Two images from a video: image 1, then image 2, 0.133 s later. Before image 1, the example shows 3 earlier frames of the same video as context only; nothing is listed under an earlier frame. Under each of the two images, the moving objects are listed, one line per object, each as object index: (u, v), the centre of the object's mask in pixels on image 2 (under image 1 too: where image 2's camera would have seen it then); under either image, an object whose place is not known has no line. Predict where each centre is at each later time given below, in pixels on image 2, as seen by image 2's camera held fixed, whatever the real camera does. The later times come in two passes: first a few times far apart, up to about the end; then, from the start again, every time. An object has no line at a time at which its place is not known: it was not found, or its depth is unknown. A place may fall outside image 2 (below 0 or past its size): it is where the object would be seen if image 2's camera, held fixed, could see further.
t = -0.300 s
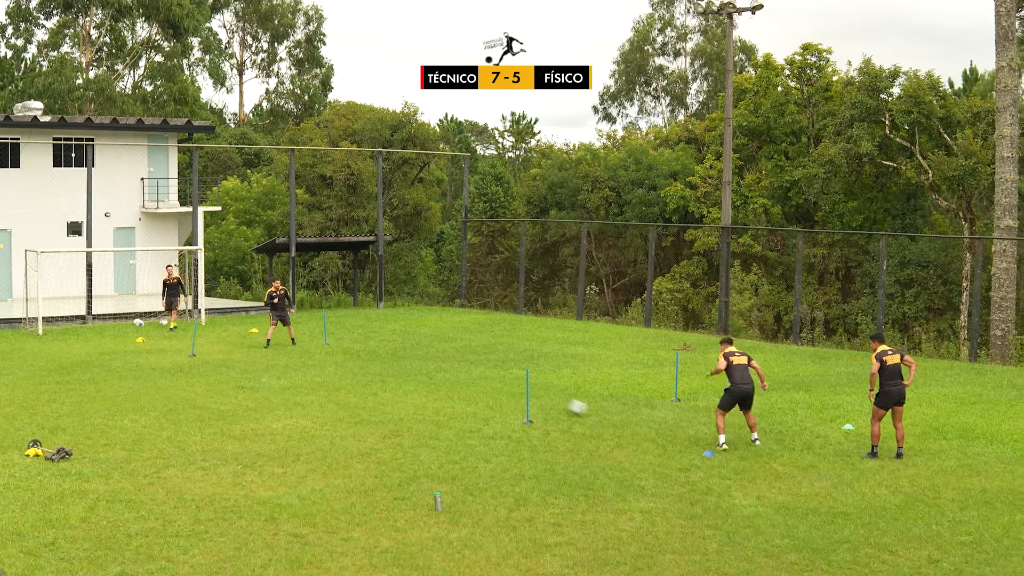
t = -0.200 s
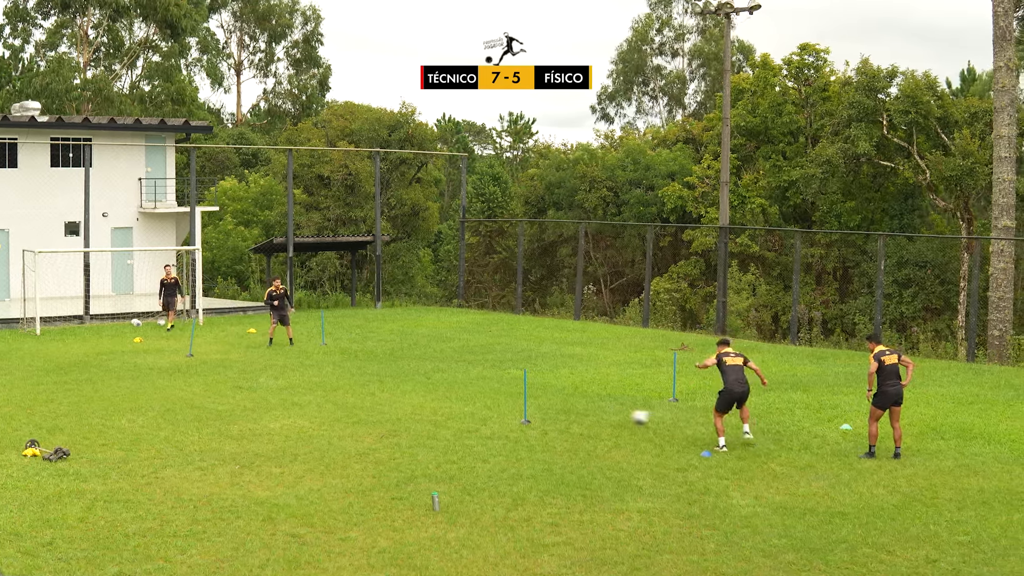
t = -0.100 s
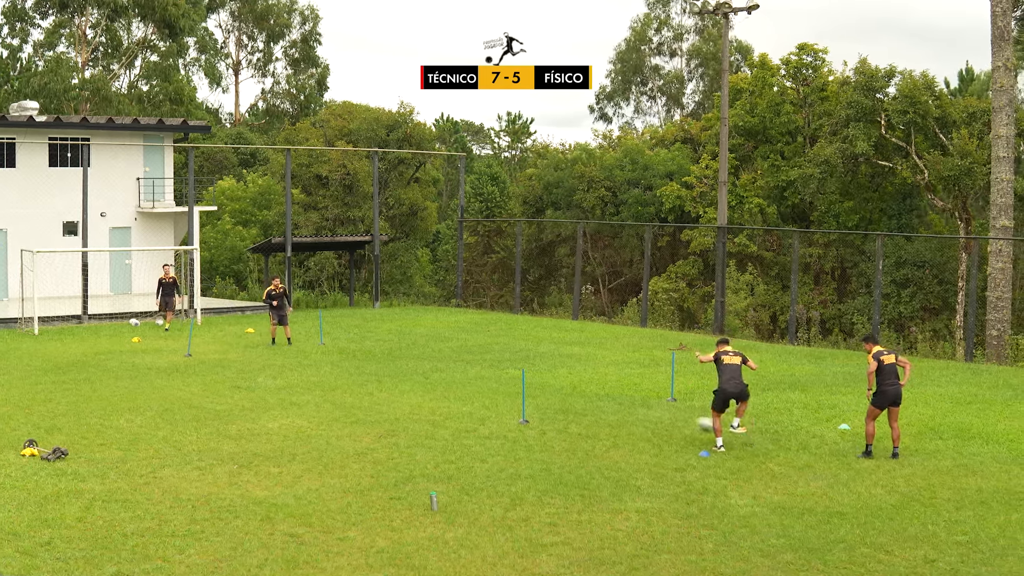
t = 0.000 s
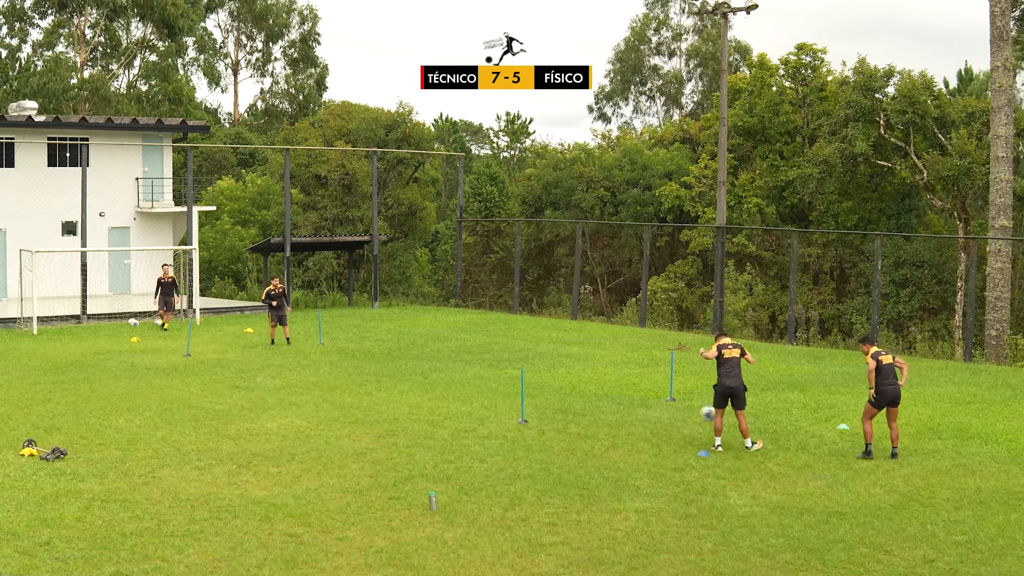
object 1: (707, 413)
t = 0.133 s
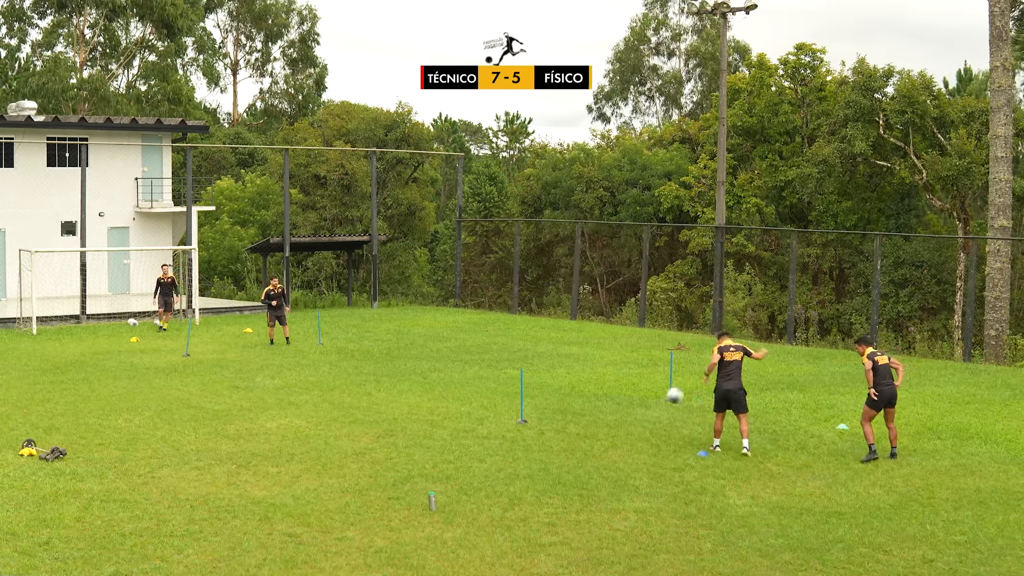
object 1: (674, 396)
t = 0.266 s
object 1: (641, 390)
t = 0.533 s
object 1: (574, 415)
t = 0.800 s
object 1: (522, 429)
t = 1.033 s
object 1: (489, 436)
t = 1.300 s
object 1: (467, 440)
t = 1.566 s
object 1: (449, 449)
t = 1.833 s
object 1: (432, 452)
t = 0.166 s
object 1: (666, 393)
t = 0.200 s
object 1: (658, 391)
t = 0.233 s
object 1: (649, 390)
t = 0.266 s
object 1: (641, 390)
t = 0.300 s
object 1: (633, 389)
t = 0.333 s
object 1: (624, 391)
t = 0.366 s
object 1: (615, 393)
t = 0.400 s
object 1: (607, 396)
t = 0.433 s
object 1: (599, 400)
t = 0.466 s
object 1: (590, 403)
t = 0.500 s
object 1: (581, 409)
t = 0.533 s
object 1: (574, 415)
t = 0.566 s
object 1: (565, 421)
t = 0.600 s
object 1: (556, 429)
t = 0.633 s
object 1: (548, 437)
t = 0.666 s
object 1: (540, 442)
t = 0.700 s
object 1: (536, 438)
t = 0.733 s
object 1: (531, 434)
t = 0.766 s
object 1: (527, 432)
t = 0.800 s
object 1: (522, 429)
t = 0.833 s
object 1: (517, 428)
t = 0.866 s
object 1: (513, 427)
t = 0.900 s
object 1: (508, 428)
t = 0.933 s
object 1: (503, 429)
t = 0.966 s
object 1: (498, 431)
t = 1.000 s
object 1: (494, 433)
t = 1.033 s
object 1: (489, 436)
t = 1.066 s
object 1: (485, 441)
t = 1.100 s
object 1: (480, 445)
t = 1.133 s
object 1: (477, 444)
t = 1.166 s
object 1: (475, 441)
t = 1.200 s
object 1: (473, 440)
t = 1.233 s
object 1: (470, 439)
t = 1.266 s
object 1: (469, 439)
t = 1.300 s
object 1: (467, 440)
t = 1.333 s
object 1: (464, 442)
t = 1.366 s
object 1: (462, 445)
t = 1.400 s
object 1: (460, 448)
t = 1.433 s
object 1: (458, 448)
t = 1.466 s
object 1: (455, 447)
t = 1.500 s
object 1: (453, 447)
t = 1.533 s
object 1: (451, 448)
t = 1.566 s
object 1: (449, 449)
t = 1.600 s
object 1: (446, 450)
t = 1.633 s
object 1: (444, 450)
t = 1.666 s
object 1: (442, 450)
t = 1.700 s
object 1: (440, 451)
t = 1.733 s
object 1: (438, 451)
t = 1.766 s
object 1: (436, 451)
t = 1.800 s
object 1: (434, 452)
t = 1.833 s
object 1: (432, 452)
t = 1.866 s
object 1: (430, 452)
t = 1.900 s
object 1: (428, 453)
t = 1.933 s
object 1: (426, 452)
